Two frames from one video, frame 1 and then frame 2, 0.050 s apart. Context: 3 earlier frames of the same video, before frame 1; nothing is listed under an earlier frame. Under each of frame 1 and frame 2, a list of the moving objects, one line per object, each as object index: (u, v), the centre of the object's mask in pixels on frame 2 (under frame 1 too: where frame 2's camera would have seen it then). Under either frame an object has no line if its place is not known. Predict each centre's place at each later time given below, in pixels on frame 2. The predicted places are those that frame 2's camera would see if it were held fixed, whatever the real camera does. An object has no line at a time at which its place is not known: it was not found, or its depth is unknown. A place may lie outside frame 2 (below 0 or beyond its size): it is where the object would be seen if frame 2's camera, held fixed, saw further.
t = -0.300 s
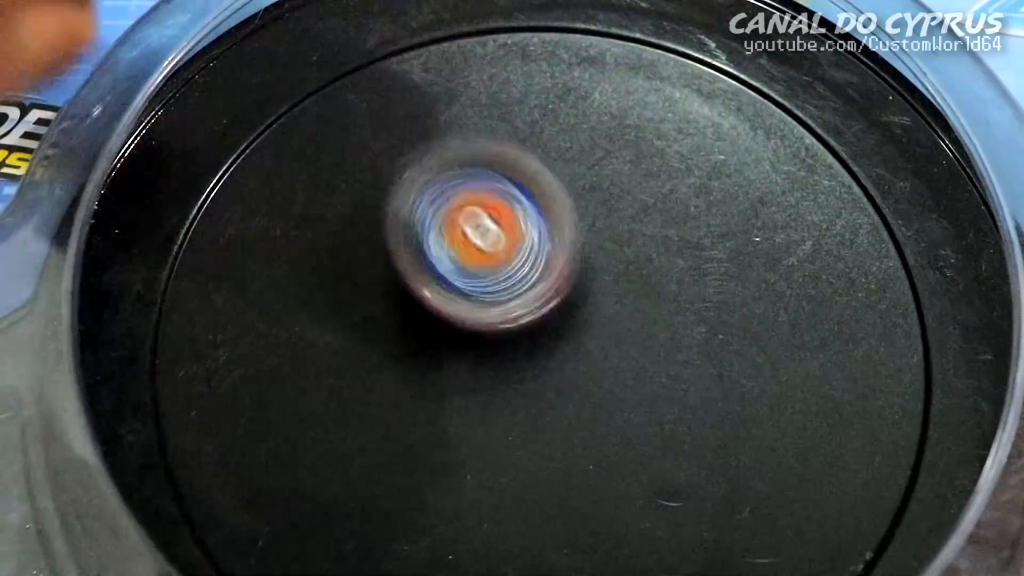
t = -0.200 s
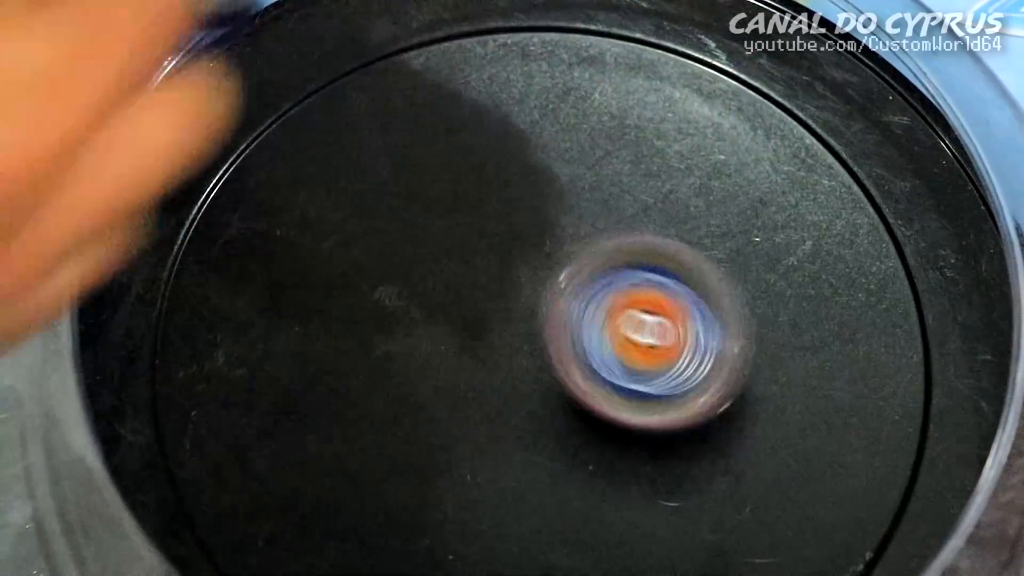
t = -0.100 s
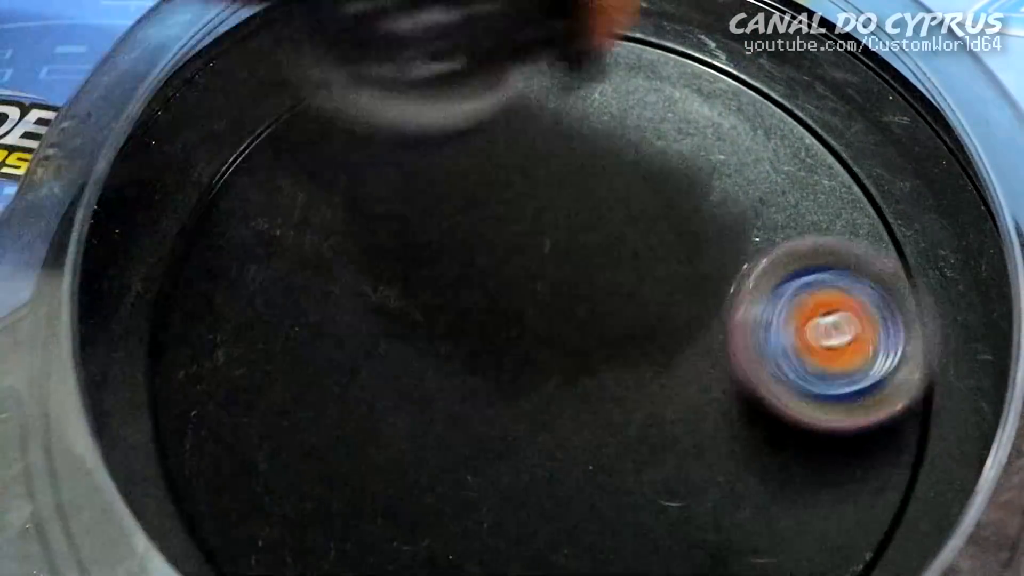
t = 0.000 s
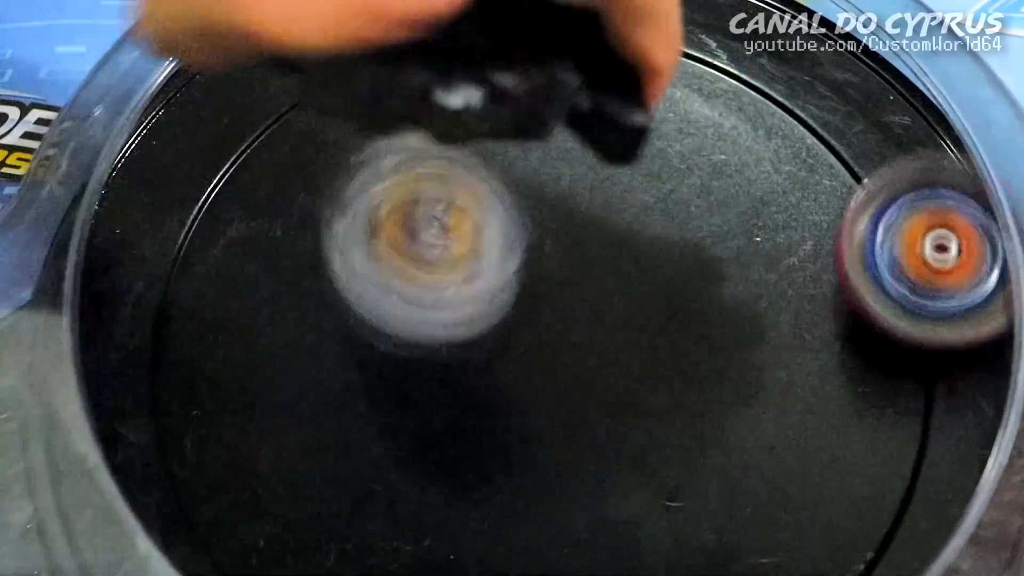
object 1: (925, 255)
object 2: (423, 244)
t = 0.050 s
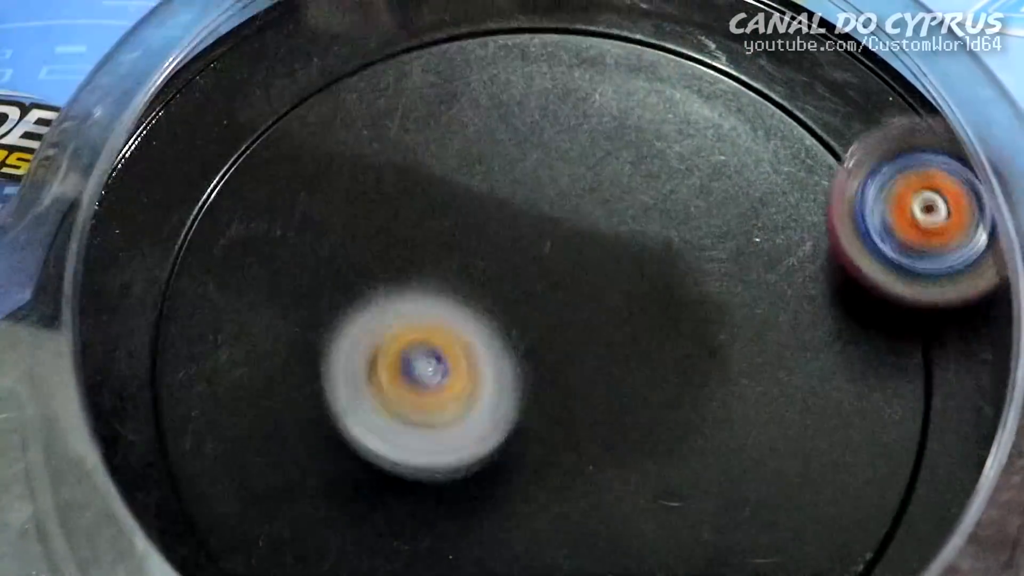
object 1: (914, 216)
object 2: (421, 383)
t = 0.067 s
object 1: (909, 205)
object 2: (429, 407)
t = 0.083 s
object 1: (902, 192)
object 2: (438, 434)
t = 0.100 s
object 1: (896, 180)
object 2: (447, 469)
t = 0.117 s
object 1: (889, 168)
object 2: (456, 491)
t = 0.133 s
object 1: (881, 155)
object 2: (465, 512)
